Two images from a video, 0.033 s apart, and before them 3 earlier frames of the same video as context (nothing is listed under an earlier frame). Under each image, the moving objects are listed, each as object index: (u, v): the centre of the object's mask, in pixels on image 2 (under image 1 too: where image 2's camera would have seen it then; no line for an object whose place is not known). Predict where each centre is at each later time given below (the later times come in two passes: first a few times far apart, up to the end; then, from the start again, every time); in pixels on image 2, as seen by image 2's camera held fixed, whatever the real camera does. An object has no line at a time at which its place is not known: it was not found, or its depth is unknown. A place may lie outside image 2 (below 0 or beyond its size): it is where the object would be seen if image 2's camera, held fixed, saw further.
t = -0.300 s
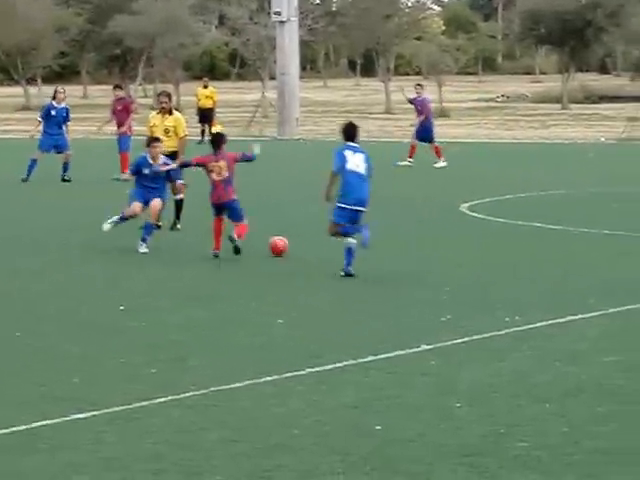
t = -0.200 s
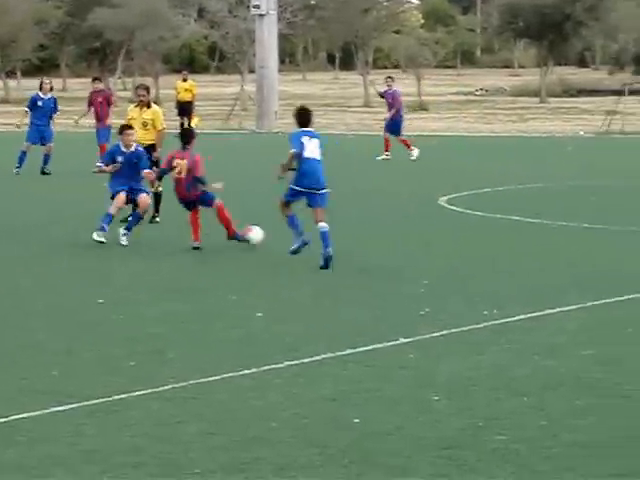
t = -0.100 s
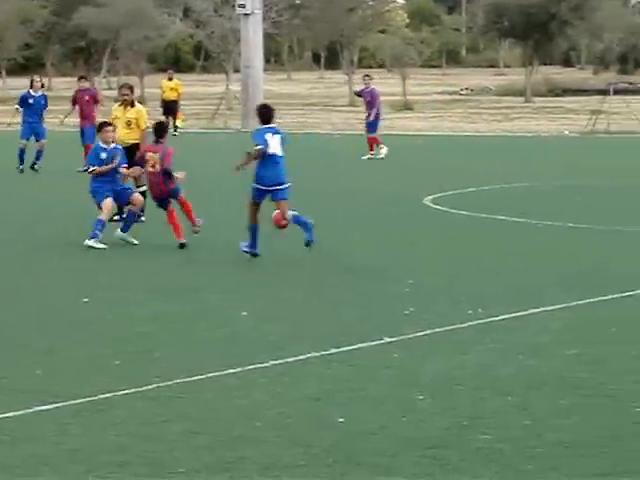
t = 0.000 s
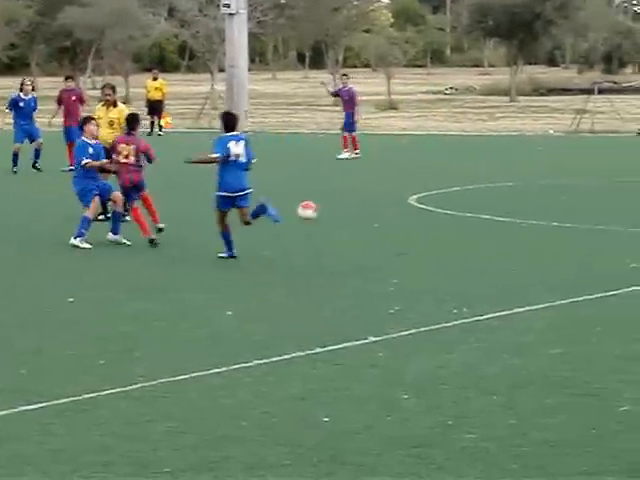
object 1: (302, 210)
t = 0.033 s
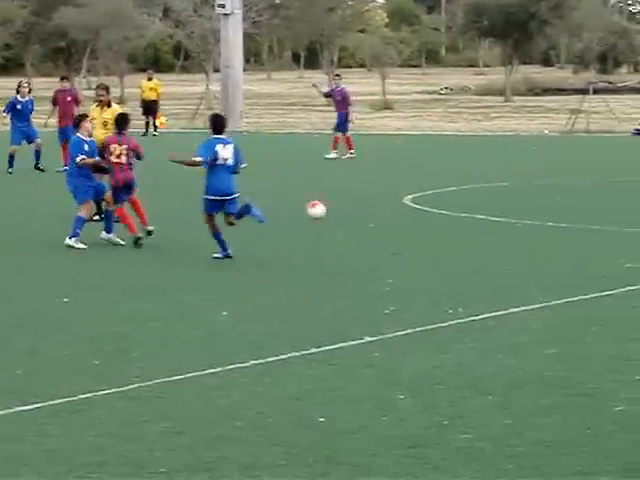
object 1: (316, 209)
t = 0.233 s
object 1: (384, 208)
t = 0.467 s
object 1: (446, 202)
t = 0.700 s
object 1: (492, 192)
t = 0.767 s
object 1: (502, 189)
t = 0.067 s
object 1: (328, 210)
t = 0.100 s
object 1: (340, 211)
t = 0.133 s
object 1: (351, 212)
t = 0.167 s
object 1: (363, 216)
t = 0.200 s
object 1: (374, 212)
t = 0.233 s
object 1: (384, 208)
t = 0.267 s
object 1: (393, 205)
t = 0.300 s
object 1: (403, 203)
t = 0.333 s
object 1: (412, 201)
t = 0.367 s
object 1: (421, 201)
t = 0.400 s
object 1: (430, 201)
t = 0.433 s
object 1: (439, 203)
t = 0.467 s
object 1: (446, 202)
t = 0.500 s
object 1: (453, 199)
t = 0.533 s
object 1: (461, 196)
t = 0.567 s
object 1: (468, 196)
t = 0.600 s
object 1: (475, 196)
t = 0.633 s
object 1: (481, 196)
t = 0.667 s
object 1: (487, 195)
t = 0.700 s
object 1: (492, 192)
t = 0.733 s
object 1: (497, 191)
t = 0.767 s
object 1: (502, 189)
